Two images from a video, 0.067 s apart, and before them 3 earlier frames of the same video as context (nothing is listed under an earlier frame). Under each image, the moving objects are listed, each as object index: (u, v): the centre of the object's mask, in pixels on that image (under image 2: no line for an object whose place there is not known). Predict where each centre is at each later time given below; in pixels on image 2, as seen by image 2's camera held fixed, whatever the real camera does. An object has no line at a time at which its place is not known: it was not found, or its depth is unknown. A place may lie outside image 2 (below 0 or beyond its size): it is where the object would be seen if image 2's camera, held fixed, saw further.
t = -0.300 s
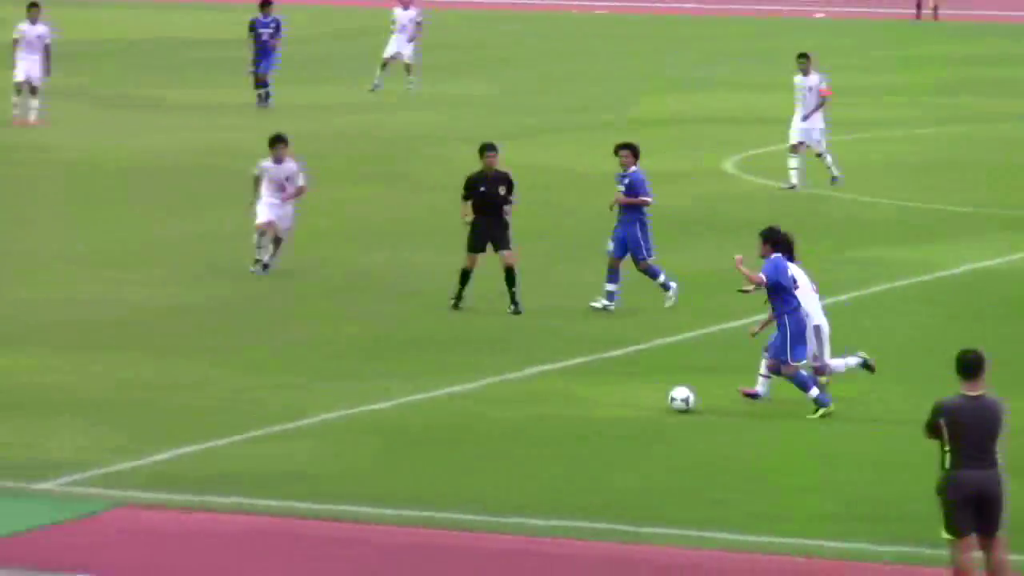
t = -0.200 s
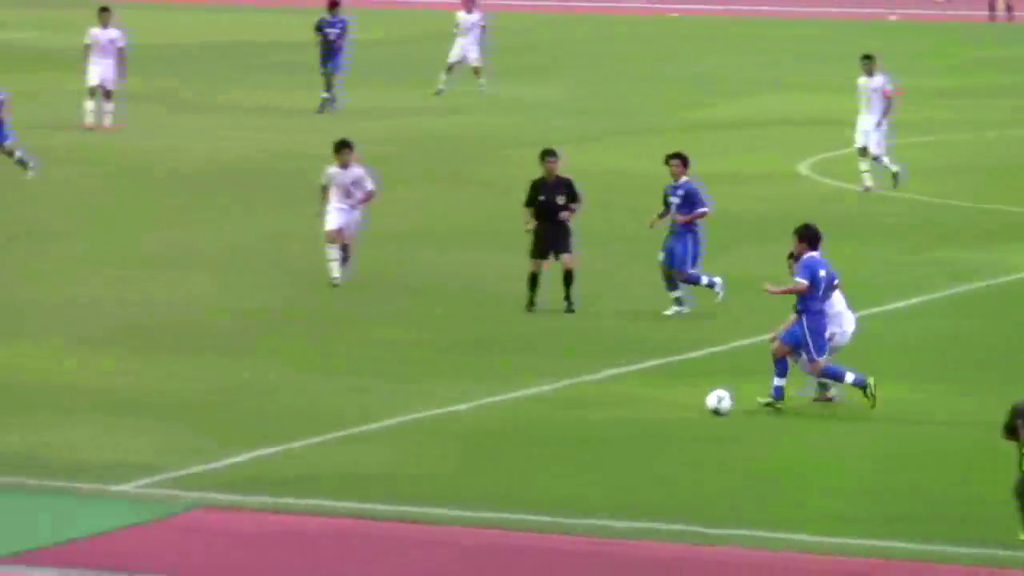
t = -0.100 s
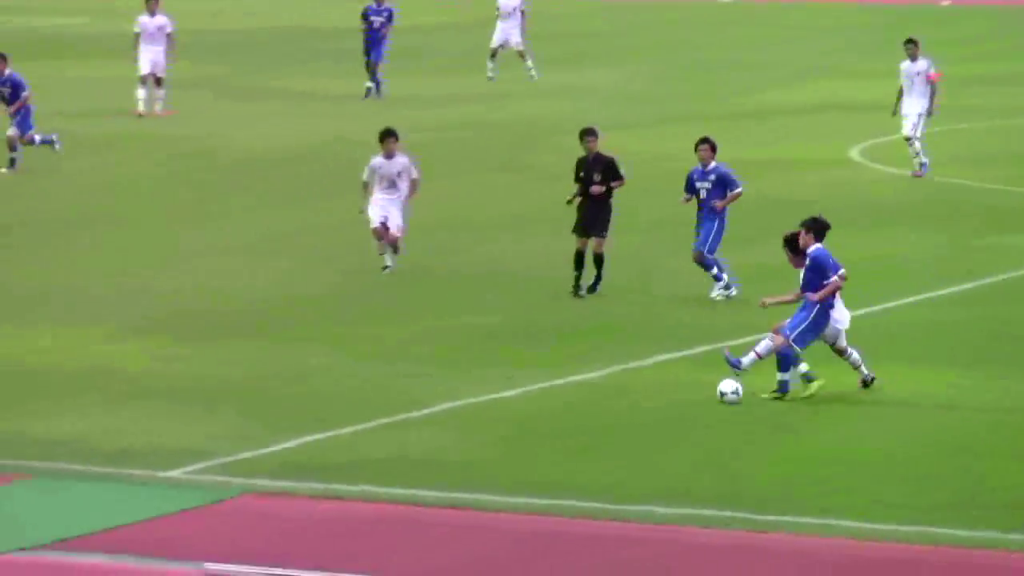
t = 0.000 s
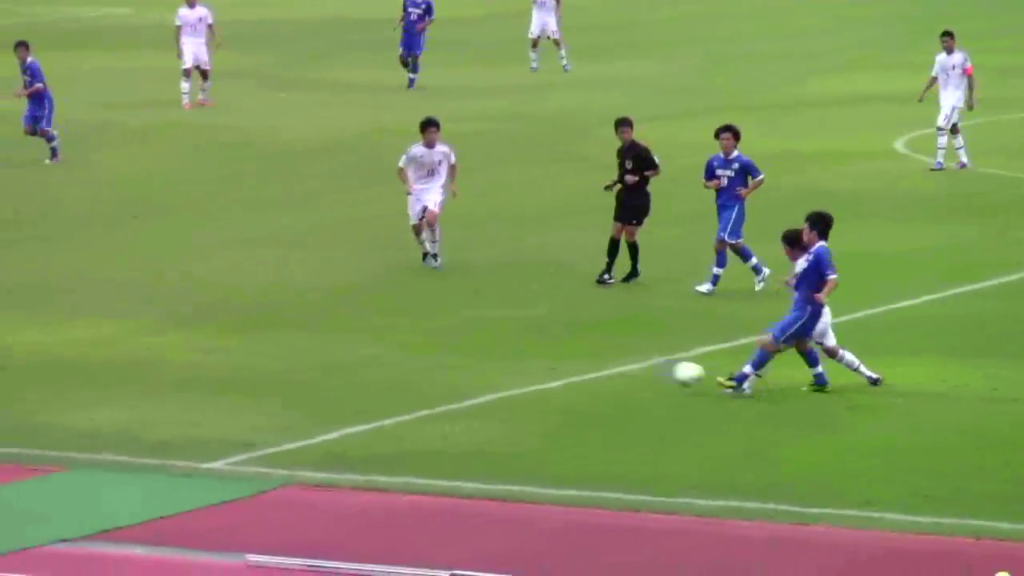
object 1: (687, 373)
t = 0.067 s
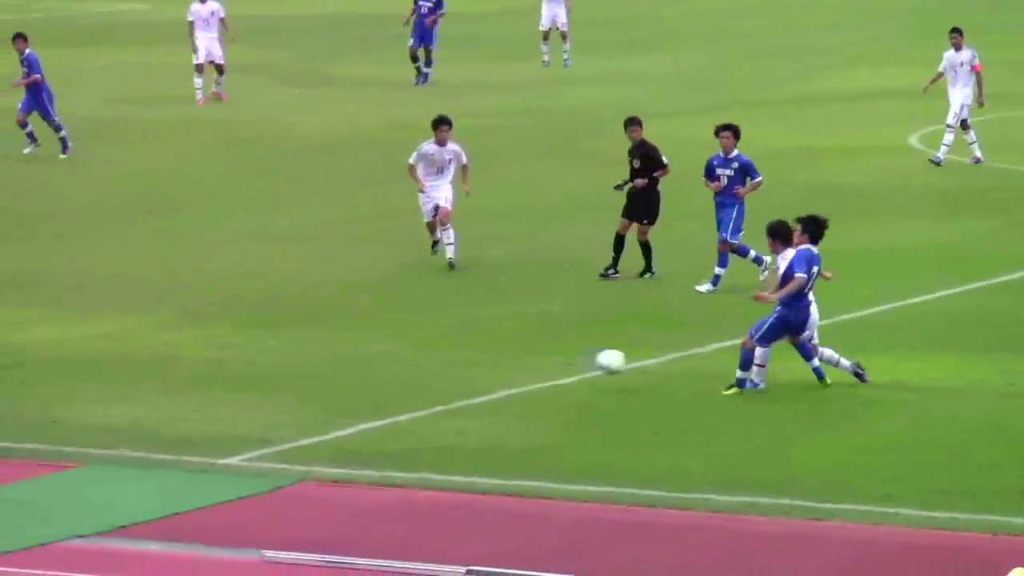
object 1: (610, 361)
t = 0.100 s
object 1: (565, 359)
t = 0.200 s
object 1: (431, 358)
